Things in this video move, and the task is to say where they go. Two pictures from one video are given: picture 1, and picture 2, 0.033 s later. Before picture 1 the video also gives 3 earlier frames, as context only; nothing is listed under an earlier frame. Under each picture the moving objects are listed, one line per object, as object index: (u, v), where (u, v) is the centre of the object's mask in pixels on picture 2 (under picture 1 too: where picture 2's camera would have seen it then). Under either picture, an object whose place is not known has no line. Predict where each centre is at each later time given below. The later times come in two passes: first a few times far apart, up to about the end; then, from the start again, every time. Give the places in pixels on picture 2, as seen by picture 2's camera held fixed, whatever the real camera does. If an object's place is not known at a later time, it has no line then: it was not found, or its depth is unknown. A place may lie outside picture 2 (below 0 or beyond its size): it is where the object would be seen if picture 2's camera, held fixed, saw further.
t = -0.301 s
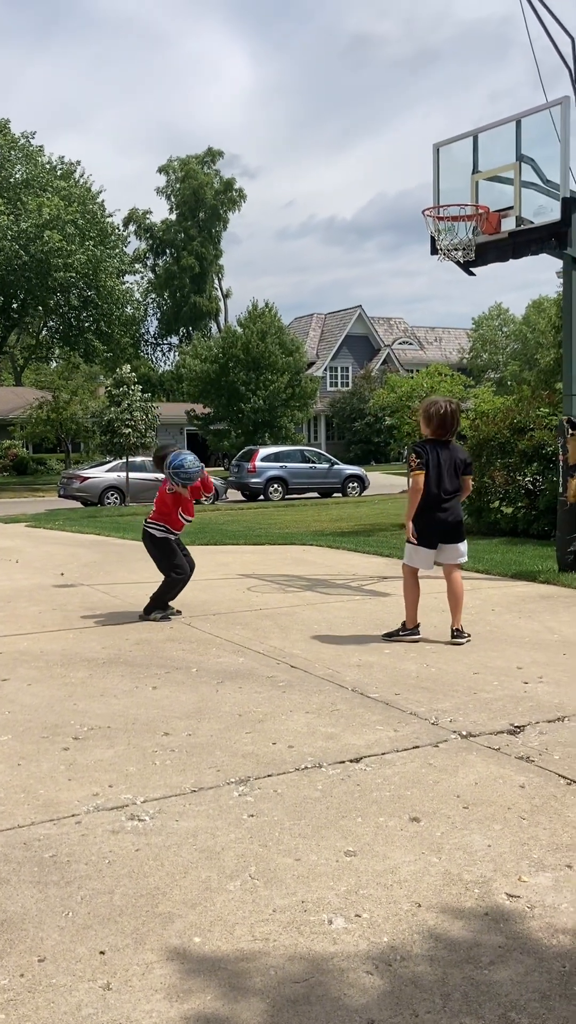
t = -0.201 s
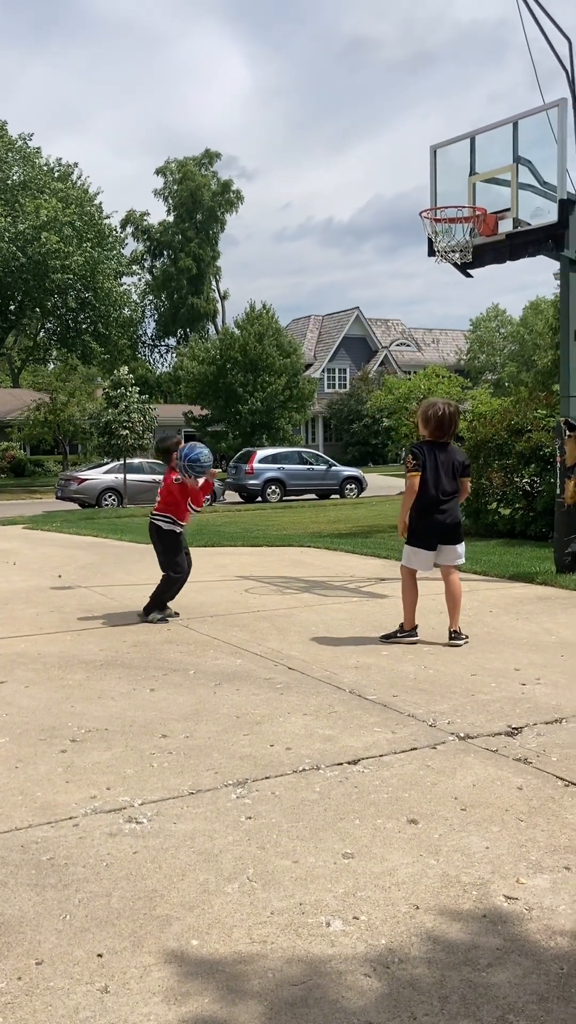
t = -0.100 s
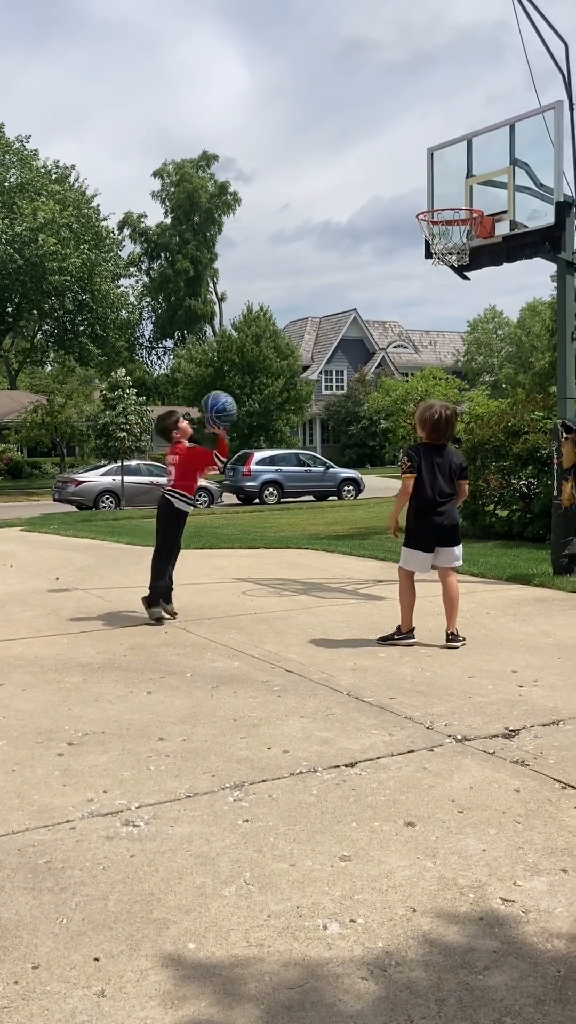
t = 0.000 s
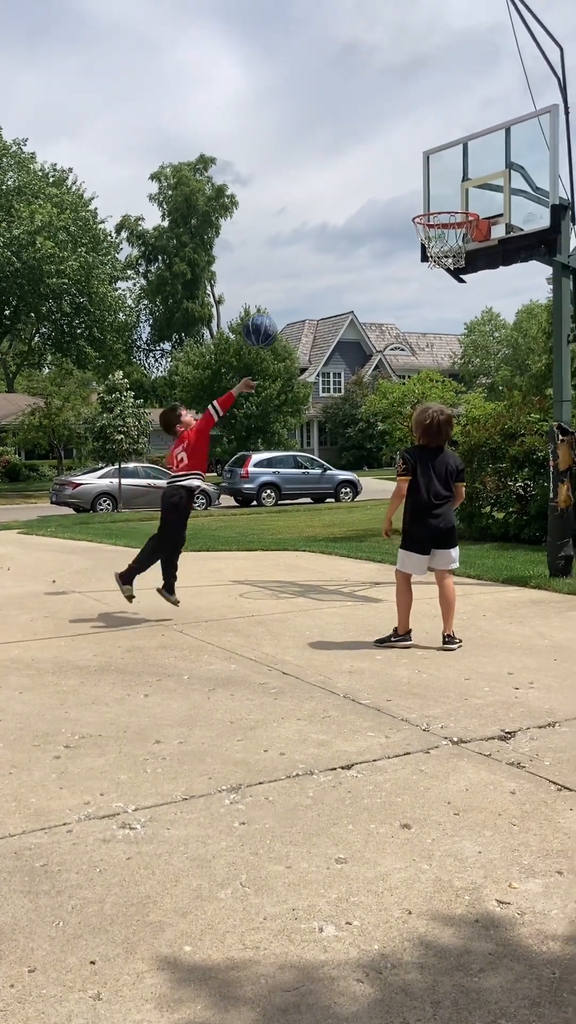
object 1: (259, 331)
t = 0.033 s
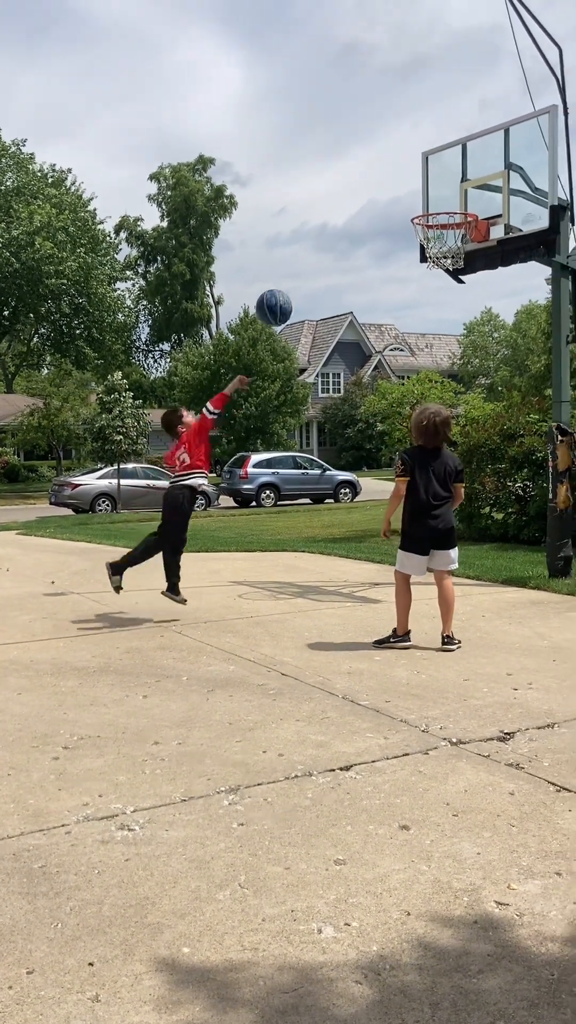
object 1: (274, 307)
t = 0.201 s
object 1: (351, 217)
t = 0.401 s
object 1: (437, 168)
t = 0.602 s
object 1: (505, 179)
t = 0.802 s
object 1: (448, 234)
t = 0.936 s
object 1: (408, 306)
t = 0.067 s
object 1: (289, 286)
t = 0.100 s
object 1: (305, 266)
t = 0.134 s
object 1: (320, 248)
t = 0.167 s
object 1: (336, 231)
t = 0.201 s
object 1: (351, 217)
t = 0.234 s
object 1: (365, 205)
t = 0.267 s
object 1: (380, 193)
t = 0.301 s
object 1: (395, 185)
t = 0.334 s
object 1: (408, 177)
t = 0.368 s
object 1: (423, 172)
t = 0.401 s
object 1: (437, 168)
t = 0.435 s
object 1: (450, 166)
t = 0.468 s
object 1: (463, 166)
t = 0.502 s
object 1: (477, 168)
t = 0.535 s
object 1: (490, 170)
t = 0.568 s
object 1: (502, 174)
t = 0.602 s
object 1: (505, 179)
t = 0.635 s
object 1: (496, 184)
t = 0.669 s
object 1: (486, 191)
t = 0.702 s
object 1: (477, 199)
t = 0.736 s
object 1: (468, 208)
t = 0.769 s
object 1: (459, 220)
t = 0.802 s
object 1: (448, 234)
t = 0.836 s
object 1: (439, 250)
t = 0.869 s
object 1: (428, 266)
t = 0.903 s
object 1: (419, 284)
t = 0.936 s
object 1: (408, 306)
